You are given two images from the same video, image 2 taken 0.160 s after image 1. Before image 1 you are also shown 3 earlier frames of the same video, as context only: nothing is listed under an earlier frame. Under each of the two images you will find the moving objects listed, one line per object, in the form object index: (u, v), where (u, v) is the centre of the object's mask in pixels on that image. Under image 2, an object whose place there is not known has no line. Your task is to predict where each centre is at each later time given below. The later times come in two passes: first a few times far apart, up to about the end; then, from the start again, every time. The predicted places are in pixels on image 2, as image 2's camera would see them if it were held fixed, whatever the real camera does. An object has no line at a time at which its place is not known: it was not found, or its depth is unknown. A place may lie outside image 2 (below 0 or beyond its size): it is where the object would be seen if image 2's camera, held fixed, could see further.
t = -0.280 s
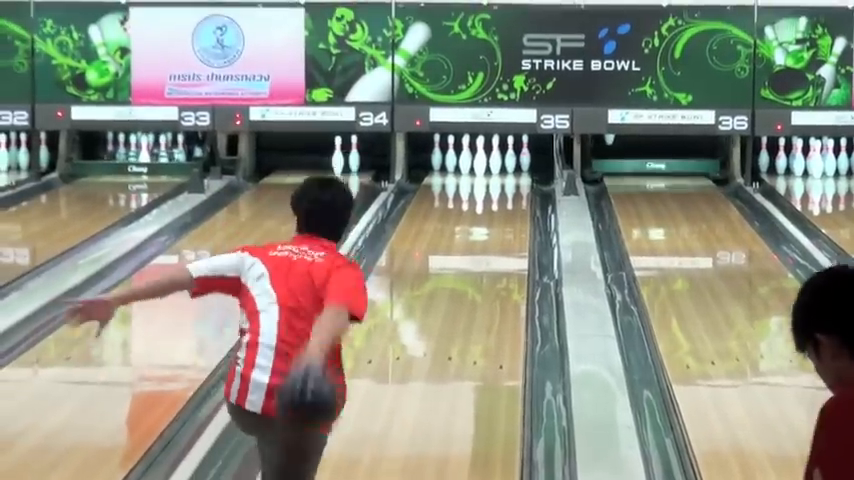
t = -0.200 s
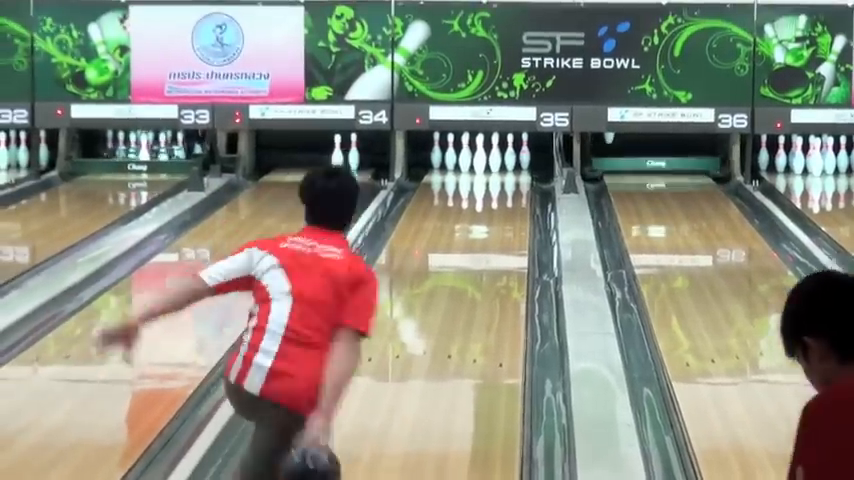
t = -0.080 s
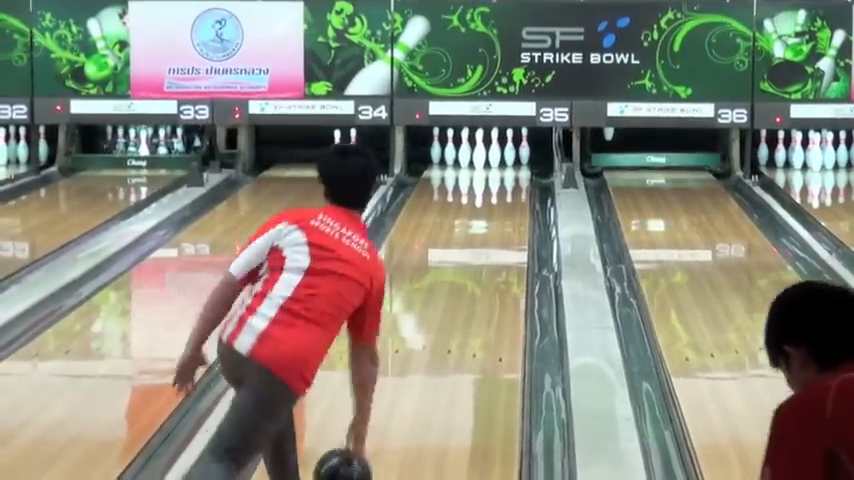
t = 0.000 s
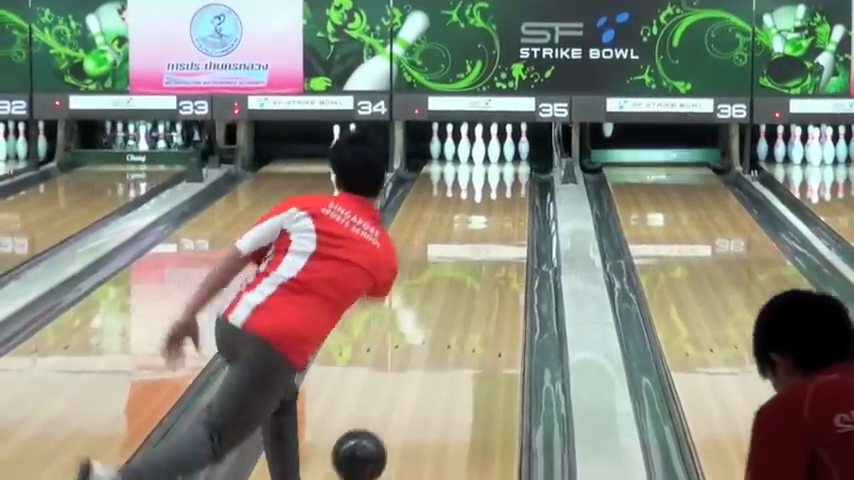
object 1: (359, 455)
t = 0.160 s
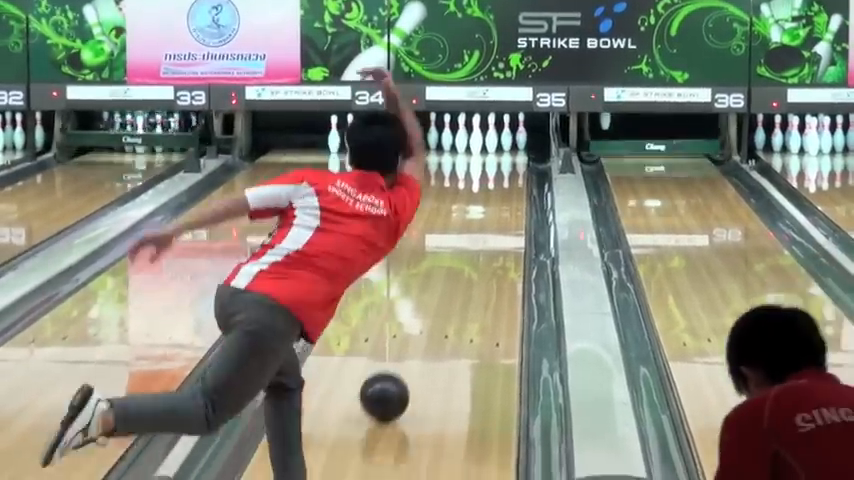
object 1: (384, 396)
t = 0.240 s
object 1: (396, 374)
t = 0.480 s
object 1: (422, 322)
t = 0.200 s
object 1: (390, 385)
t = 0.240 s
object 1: (396, 374)
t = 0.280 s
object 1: (401, 364)
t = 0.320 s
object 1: (406, 354)
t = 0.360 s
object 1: (411, 345)
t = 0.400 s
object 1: (416, 337)
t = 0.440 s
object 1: (420, 328)
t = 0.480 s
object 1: (422, 322)
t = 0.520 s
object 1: (429, 313)
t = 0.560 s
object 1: (431, 306)
